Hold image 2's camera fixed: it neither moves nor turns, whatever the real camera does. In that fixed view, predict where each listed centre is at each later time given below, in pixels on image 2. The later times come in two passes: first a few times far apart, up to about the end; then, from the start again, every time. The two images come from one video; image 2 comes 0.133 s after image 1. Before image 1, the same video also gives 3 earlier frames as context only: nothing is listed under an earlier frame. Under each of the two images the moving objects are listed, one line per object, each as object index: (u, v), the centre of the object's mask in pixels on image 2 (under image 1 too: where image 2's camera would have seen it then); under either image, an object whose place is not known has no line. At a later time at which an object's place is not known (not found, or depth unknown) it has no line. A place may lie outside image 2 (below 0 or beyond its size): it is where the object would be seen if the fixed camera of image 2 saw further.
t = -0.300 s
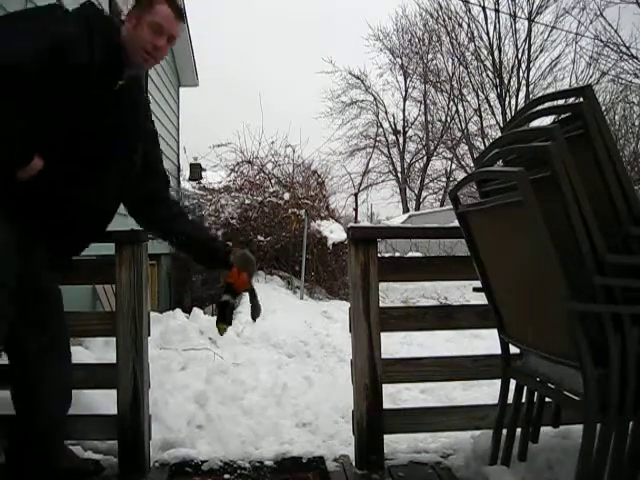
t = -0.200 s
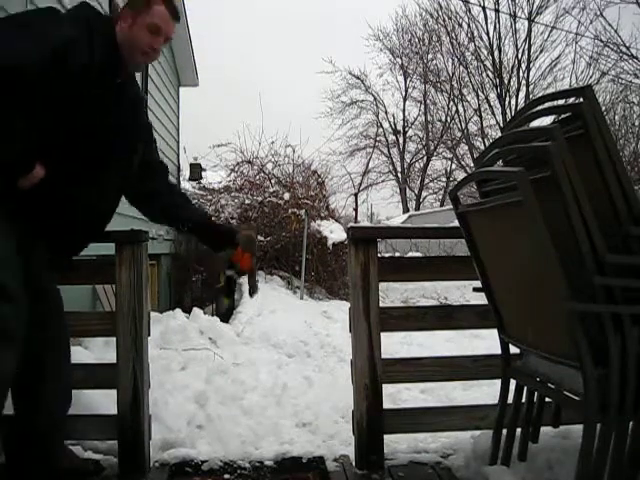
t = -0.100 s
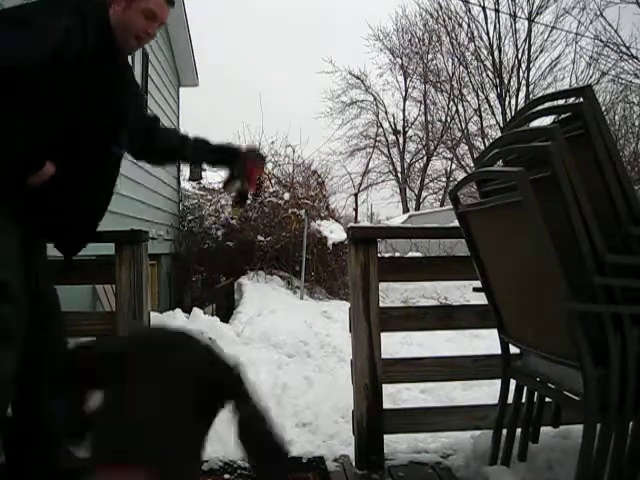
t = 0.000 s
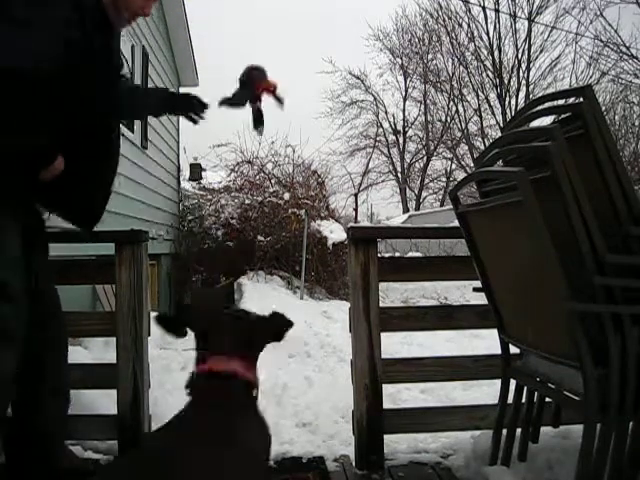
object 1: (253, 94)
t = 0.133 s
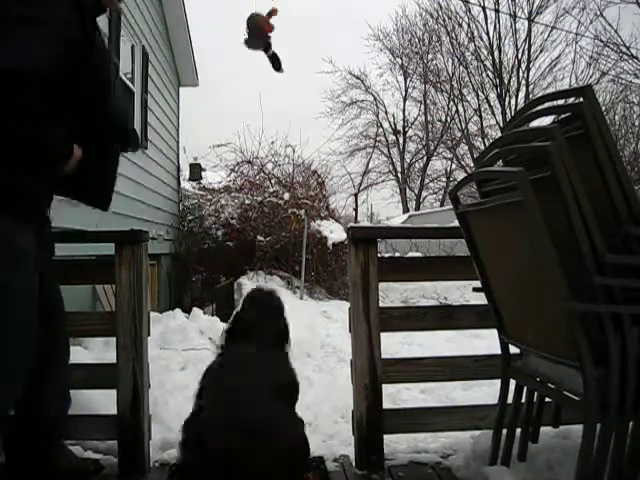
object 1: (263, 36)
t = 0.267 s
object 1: (271, 22)
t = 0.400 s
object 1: (272, 40)
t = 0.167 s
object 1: (265, 28)
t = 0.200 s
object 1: (267, 25)
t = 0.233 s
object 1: (269, 23)
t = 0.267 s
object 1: (271, 22)
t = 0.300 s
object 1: (271, 23)
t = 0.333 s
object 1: (271, 25)
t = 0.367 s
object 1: (272, 31)
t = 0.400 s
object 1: (272, 40)
